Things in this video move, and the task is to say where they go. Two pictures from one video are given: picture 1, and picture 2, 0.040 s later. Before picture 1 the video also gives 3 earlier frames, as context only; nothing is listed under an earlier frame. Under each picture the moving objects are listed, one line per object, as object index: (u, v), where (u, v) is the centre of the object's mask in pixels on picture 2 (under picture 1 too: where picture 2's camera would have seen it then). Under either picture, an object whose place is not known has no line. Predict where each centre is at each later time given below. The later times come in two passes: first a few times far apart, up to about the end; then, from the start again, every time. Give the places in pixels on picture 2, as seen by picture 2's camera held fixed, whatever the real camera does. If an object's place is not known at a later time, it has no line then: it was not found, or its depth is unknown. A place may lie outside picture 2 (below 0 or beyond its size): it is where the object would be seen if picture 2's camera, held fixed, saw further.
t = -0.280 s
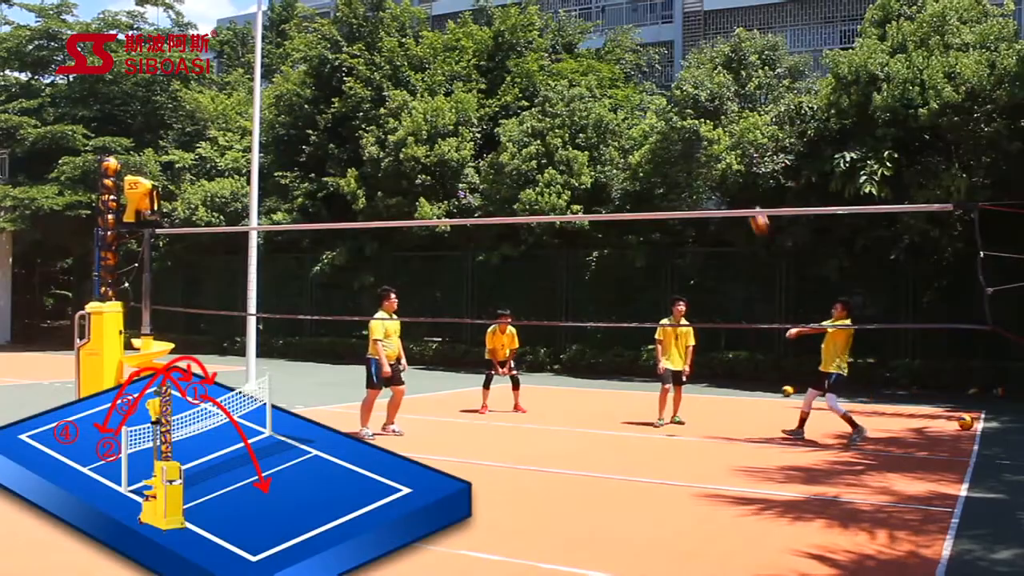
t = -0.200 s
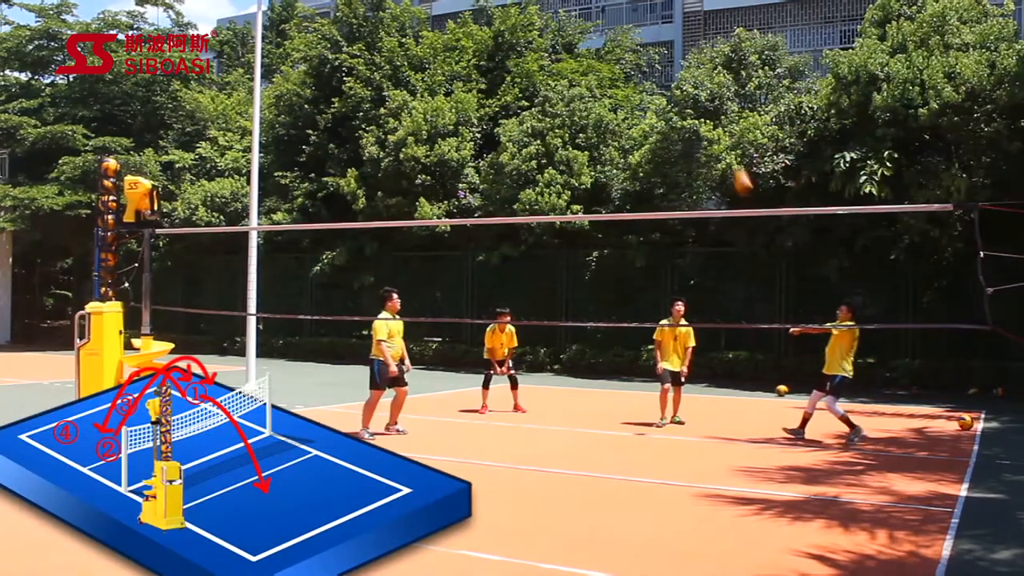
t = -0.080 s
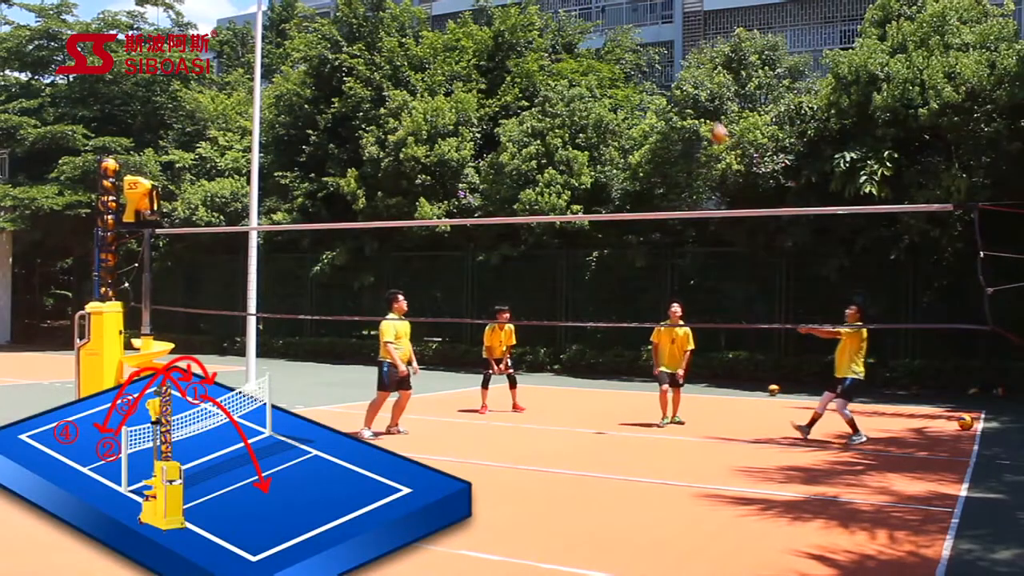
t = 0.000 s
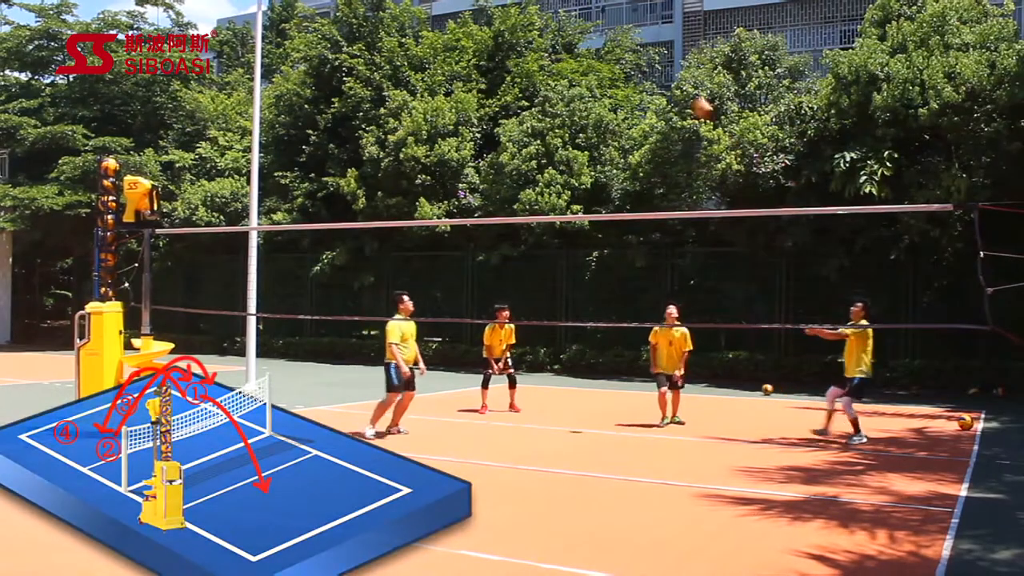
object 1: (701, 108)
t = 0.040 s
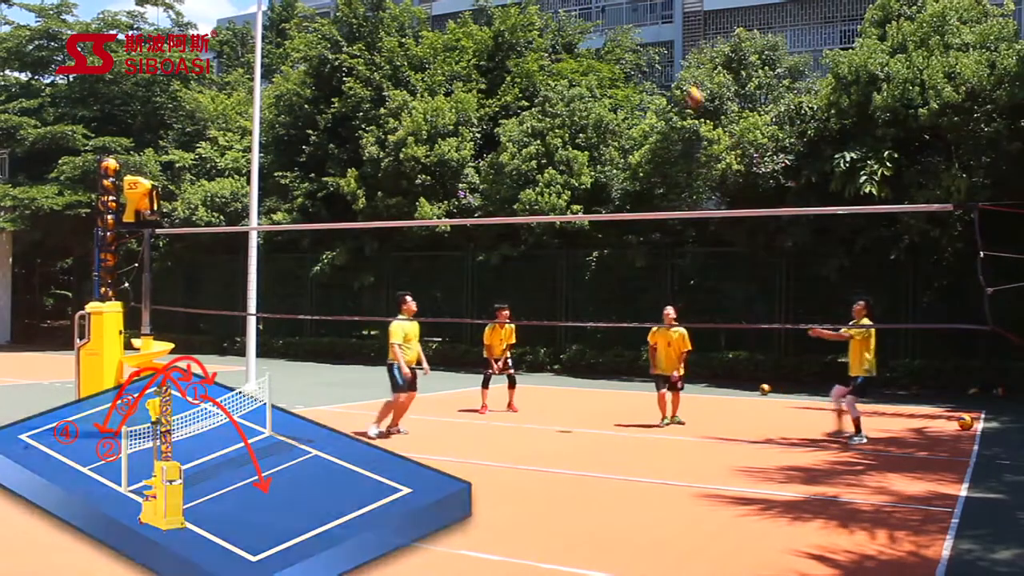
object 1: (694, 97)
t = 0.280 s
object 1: (649, 58)
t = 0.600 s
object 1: (588, 73)
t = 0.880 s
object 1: (530, 151)
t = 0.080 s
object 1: (687, 87)
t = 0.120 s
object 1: (680, 80)
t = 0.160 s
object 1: (672, 73)
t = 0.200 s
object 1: (664, 67)
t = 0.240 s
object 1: (656, 61)
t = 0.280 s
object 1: (649, 58)
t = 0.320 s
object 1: (642, 56)
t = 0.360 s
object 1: (634, 55)
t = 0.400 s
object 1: (626, 55)
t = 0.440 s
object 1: (618, 56)
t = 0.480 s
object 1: (610, 58)
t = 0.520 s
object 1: (604, 61)
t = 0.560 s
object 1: (595, 67)
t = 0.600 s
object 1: (588, 73)
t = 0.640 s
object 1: (579, 81)
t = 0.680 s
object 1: (571, 90)
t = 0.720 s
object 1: (565, 98)
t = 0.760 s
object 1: (556, 110)
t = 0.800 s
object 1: (548, 123)
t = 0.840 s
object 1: (540, 136)
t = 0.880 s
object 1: (530, 151)
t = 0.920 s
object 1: (522, 168)
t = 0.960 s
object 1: (515, 186)
